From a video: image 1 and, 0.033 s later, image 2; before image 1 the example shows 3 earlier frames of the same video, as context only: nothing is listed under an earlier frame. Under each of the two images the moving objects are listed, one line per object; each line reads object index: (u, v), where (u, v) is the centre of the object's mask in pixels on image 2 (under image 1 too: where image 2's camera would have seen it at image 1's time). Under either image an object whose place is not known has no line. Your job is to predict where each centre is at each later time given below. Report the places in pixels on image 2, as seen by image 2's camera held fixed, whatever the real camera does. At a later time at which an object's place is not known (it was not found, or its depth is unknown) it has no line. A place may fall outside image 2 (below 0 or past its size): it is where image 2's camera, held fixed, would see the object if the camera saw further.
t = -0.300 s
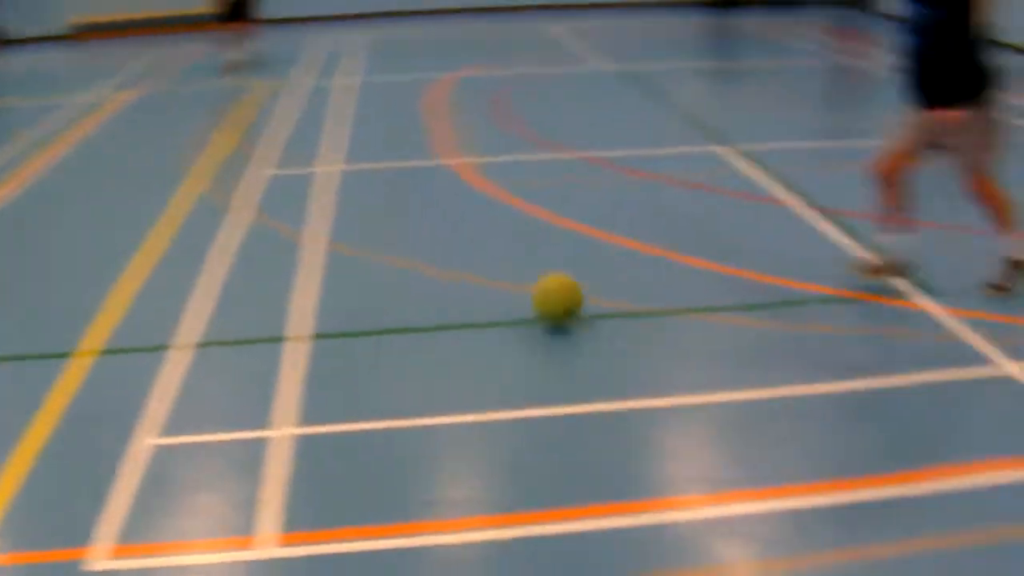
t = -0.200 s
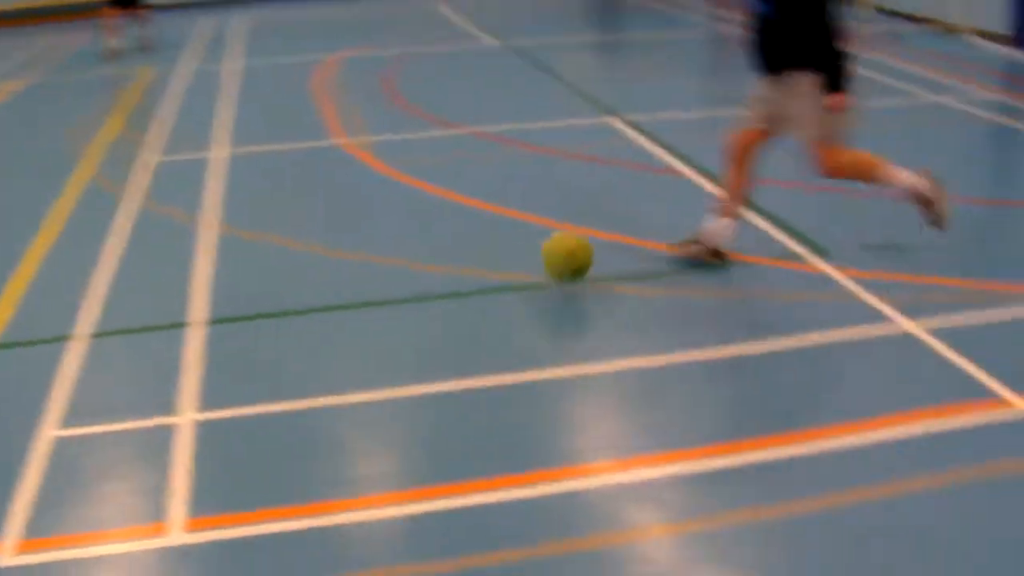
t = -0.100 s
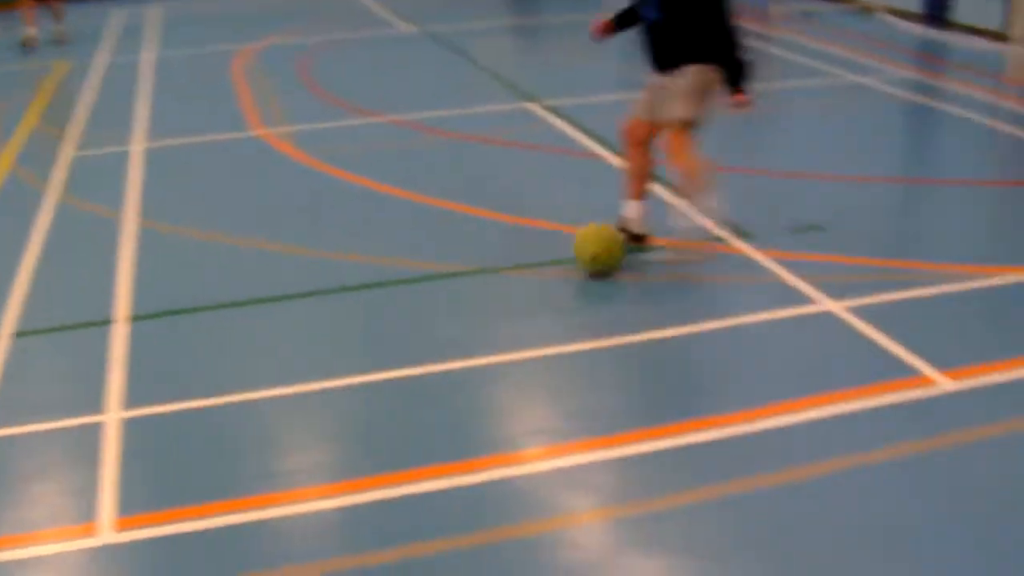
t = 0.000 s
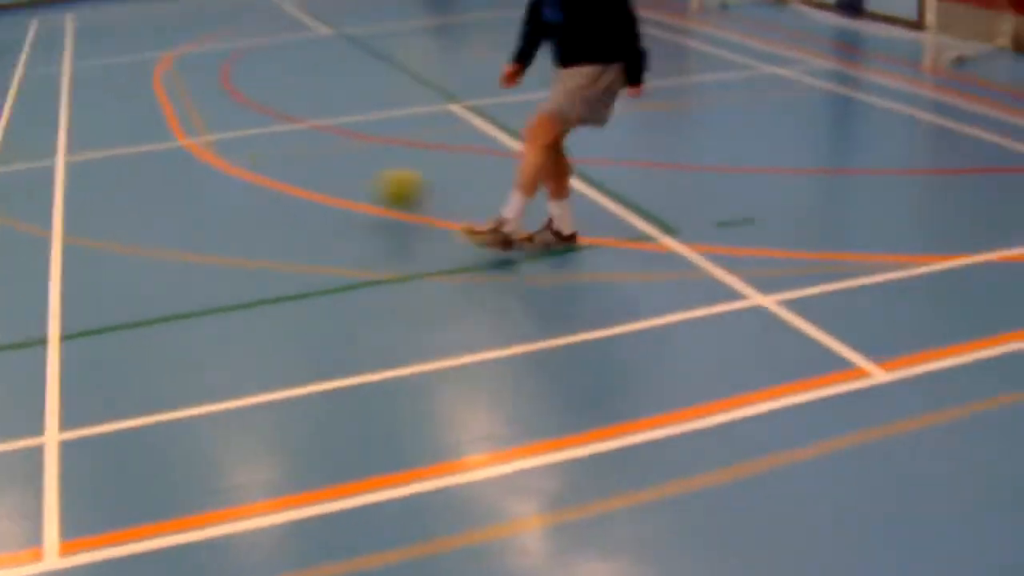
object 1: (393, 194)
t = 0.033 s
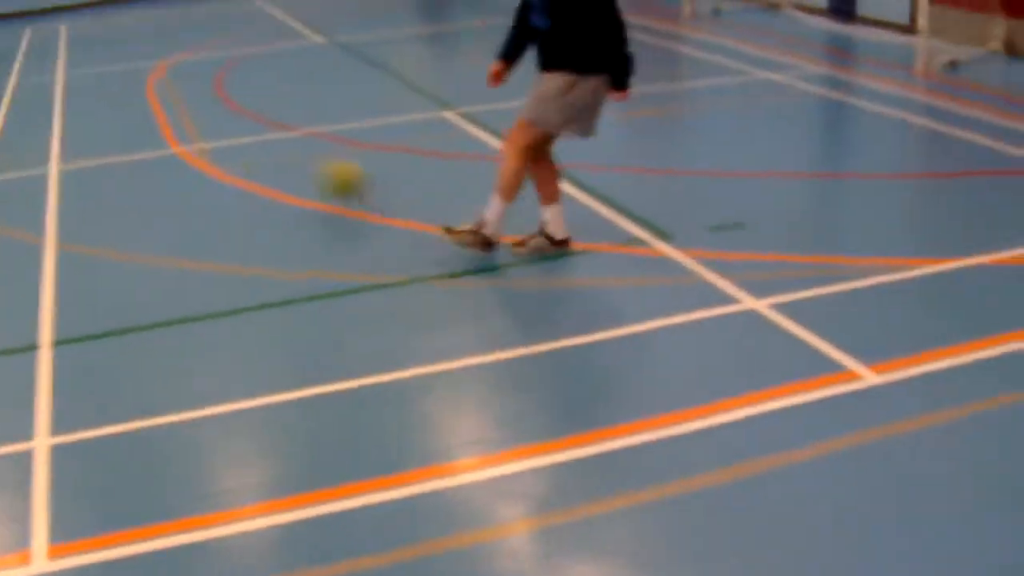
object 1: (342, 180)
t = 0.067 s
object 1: (297, 167)
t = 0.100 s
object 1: (259, 159)
